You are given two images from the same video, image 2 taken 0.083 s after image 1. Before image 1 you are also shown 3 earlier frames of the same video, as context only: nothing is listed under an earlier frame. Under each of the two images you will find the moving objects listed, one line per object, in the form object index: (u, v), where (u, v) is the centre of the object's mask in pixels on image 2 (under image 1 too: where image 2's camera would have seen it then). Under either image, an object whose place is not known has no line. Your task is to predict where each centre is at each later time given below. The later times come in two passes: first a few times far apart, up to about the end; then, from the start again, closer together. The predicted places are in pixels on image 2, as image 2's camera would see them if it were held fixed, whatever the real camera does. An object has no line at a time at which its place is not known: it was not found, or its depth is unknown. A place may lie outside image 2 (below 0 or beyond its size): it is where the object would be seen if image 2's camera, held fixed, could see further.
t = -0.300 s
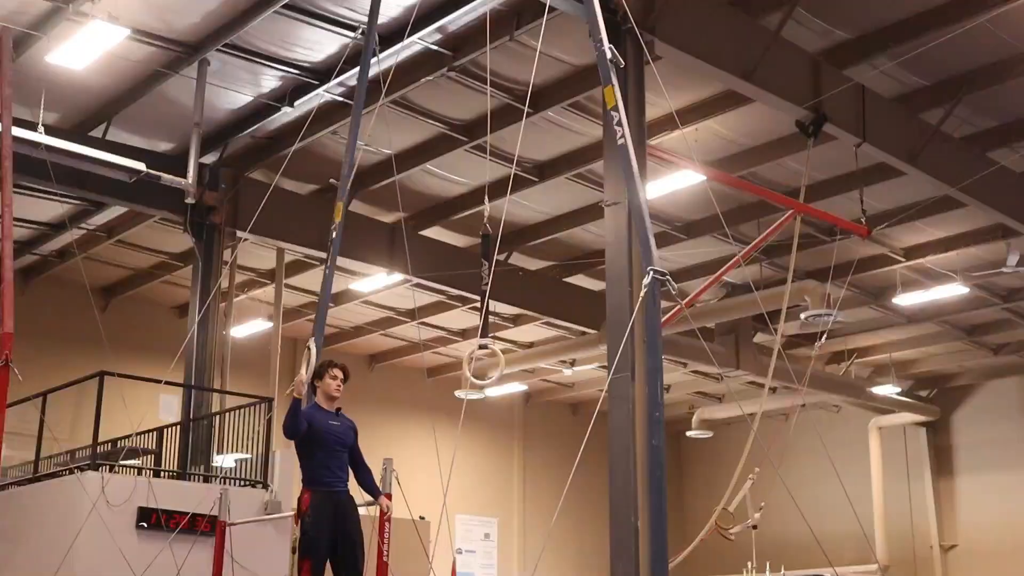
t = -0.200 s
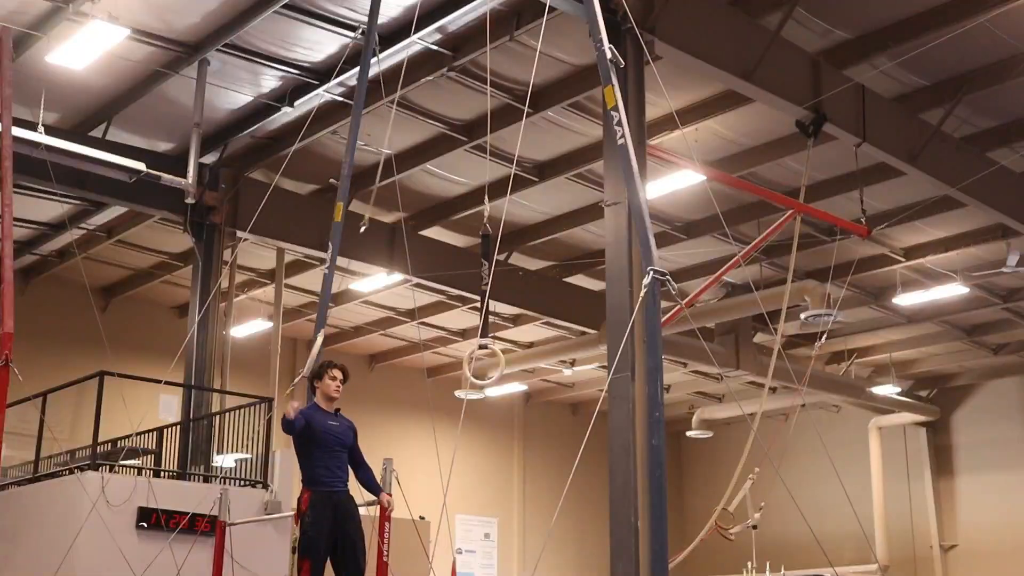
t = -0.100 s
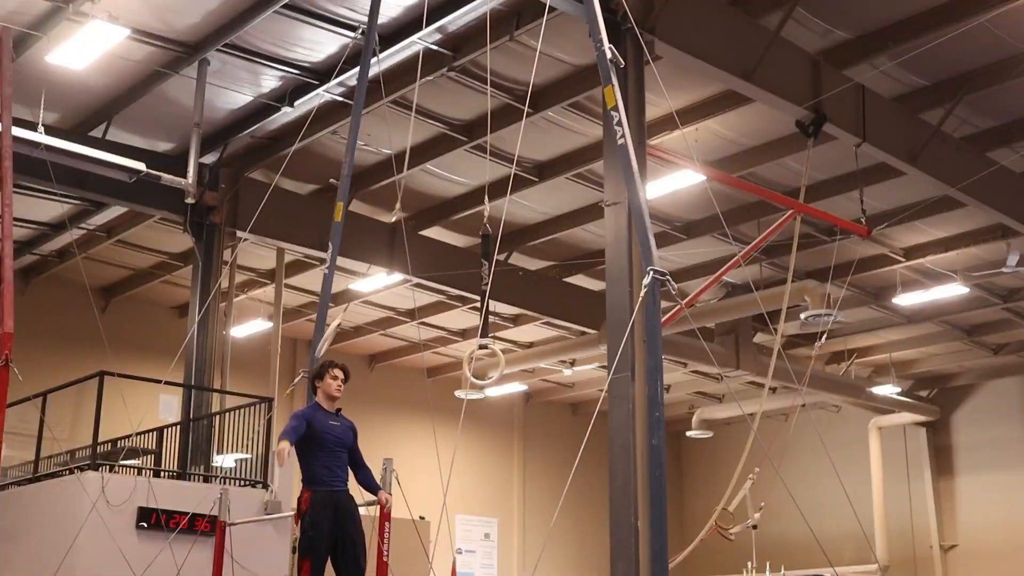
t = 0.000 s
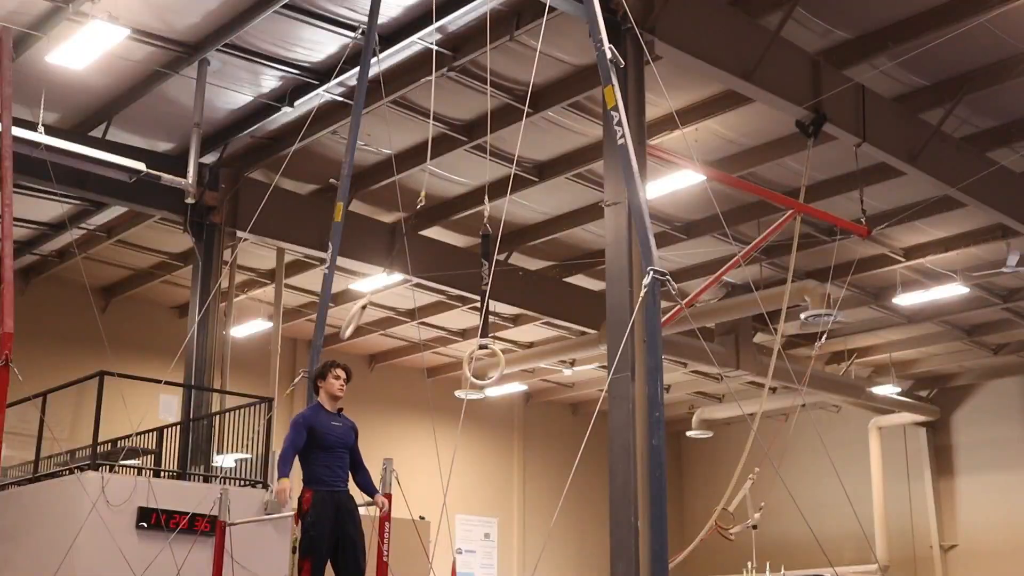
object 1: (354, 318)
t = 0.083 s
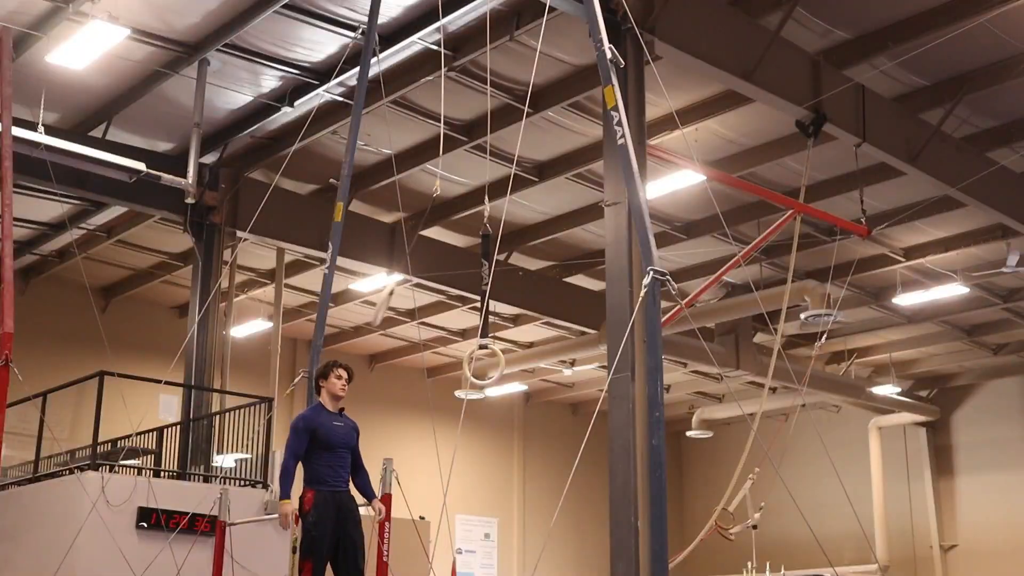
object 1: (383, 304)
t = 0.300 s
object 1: (483, 264)
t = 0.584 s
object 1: (579, 239)
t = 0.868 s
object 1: (596, 291)
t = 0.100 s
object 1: (390, 302)
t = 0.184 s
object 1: (428, 284)
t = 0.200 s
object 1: (436, 281)
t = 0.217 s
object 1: (443, 278)
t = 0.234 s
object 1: (452, 275)
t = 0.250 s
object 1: (459, 273)
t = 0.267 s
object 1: (468, 270)
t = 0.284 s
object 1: (475, 267)
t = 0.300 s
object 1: (483, 264)
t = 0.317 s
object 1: (490, 260)
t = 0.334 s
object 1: (498, 257)
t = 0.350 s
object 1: (505, 254)
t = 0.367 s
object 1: (513, 252)
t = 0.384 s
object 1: (519, 249)
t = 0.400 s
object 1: (525, 246)
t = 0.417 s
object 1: (532, 244)
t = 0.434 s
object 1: (538, 242)
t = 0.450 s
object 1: (543, 240)
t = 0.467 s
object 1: (549, 239)
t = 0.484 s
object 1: (554, 238)
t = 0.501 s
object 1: (559, 238)
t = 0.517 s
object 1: (563, 237)
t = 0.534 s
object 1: (568, 237)
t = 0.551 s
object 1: (571, 238)
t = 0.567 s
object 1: (576, 238)
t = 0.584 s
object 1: (579, 239)
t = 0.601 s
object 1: (583, 240)
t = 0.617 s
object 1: (586, 242)
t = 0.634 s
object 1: (588, 244)
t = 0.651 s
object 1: (591, 246)
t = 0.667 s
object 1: (593, 249)
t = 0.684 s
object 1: (595, 252)
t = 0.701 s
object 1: (597, 254)
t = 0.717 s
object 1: (598, 258)
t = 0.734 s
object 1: (600, 261)
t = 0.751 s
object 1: (601, 264)
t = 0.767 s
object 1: (601, 268)
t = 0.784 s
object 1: (600, 272)
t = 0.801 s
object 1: (600, 276)
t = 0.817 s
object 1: (600, 280)
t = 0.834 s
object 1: (599, 284)
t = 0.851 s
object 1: (597, 288)
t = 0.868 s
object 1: (596, 291)
